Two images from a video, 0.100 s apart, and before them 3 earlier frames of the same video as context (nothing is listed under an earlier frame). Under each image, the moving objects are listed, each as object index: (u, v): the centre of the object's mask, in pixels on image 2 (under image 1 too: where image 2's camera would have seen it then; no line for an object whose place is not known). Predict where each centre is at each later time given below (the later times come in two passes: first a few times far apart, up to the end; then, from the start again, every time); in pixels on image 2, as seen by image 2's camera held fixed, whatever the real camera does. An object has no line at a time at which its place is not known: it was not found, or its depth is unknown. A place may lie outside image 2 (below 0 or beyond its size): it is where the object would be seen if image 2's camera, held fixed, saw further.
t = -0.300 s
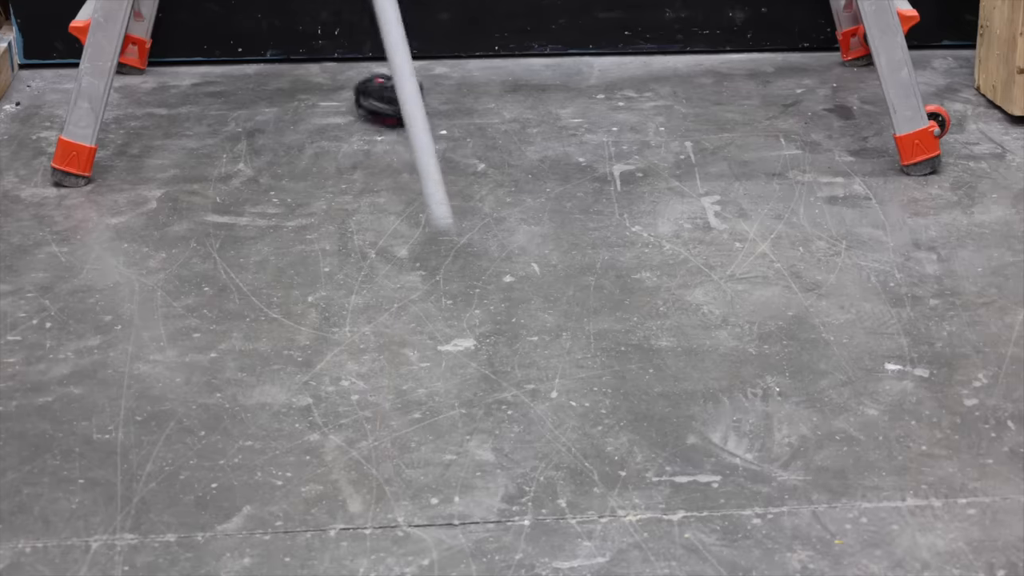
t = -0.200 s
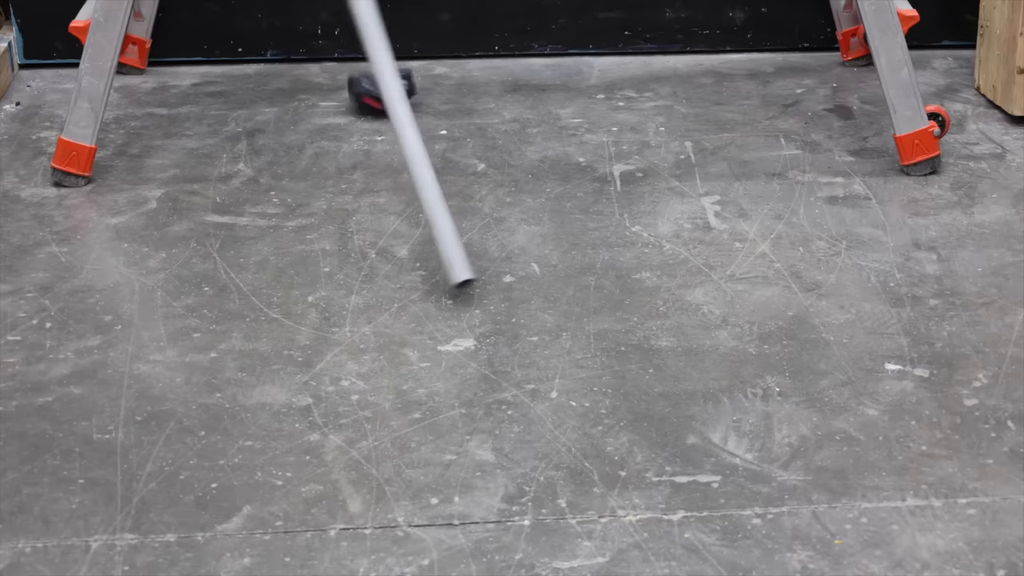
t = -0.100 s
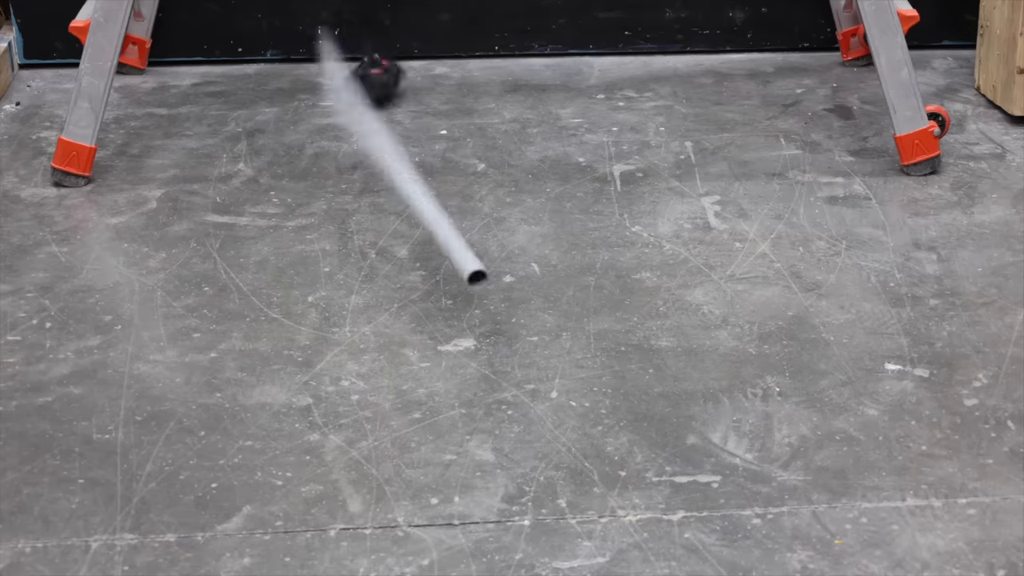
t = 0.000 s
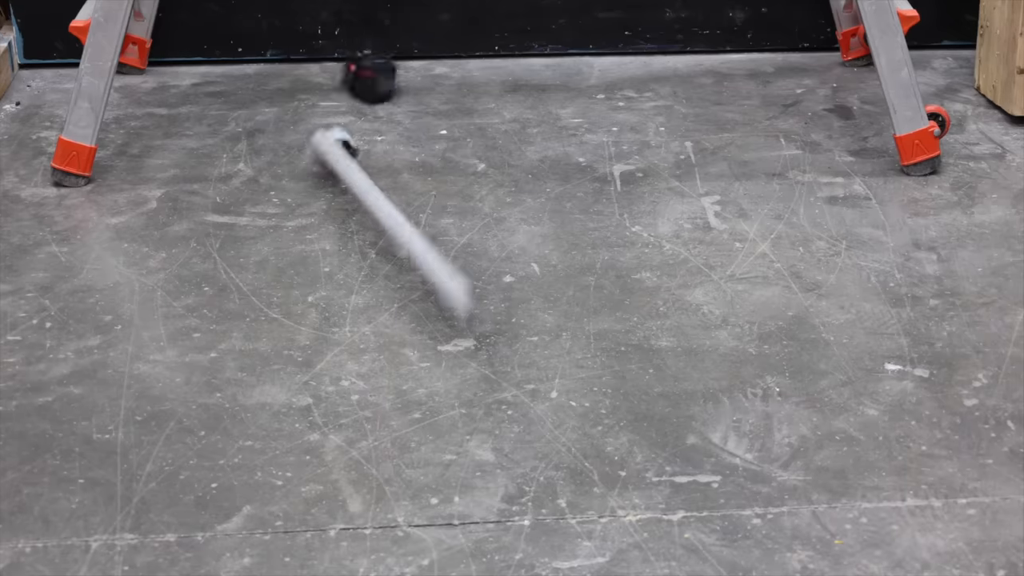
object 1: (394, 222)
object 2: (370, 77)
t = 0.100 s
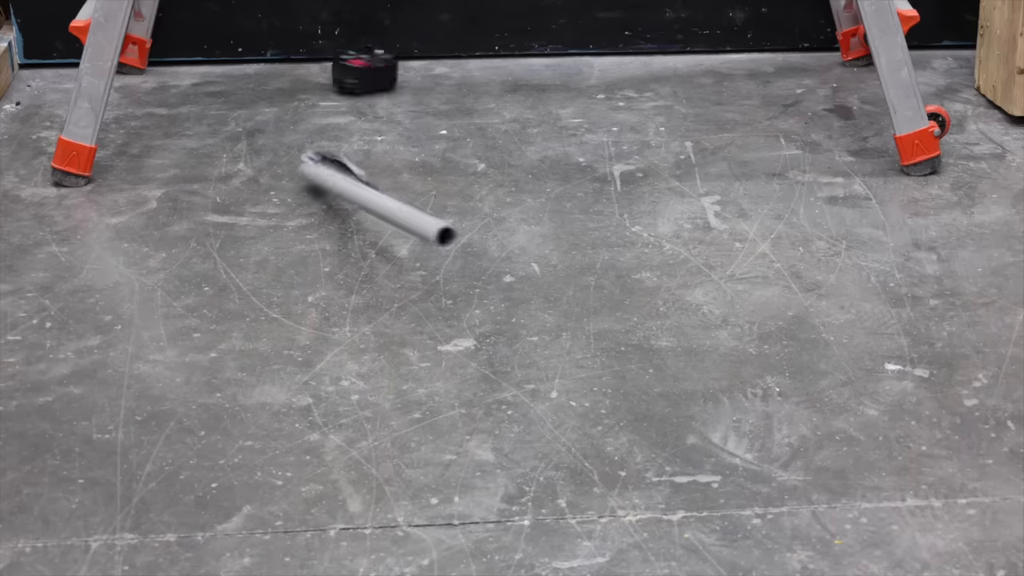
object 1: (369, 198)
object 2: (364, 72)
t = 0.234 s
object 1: (343, 220)
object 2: (354, 68)
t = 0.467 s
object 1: (311, 267)
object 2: (343, 65)
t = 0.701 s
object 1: (292, 277)
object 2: (344, 64)
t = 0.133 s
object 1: (363, 194)
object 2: (362, 71)
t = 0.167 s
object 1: (357, 197)
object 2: (361, 71)
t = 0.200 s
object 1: (350, 206)
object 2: (358, 69)
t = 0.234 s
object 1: (343, 220)
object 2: (354, 68)
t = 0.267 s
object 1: (353, 262)
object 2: (353, 67)
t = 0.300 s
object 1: (326, 247)
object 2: (349, 65)
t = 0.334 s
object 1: (319, 245)
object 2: (347, 64)
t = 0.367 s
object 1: (318, 248)
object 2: (346, 64)
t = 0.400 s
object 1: (319, 254)
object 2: (344, 65)
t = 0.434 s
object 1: (318, 264)
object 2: (343, 66)
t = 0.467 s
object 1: (311, 267)
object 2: (343, 65)
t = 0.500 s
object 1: (311, 273)
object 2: (344, 64)
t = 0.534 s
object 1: (303, 270)
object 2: (343, 64)
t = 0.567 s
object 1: (303, 278)
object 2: (344, 64)
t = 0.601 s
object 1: (296, 276)
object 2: (344, 64)
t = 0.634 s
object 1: (296, 279)
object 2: (344, 64)
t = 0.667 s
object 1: (295, 280)
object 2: (344, 64)
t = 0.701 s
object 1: (292, 277)
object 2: (344, 64)
